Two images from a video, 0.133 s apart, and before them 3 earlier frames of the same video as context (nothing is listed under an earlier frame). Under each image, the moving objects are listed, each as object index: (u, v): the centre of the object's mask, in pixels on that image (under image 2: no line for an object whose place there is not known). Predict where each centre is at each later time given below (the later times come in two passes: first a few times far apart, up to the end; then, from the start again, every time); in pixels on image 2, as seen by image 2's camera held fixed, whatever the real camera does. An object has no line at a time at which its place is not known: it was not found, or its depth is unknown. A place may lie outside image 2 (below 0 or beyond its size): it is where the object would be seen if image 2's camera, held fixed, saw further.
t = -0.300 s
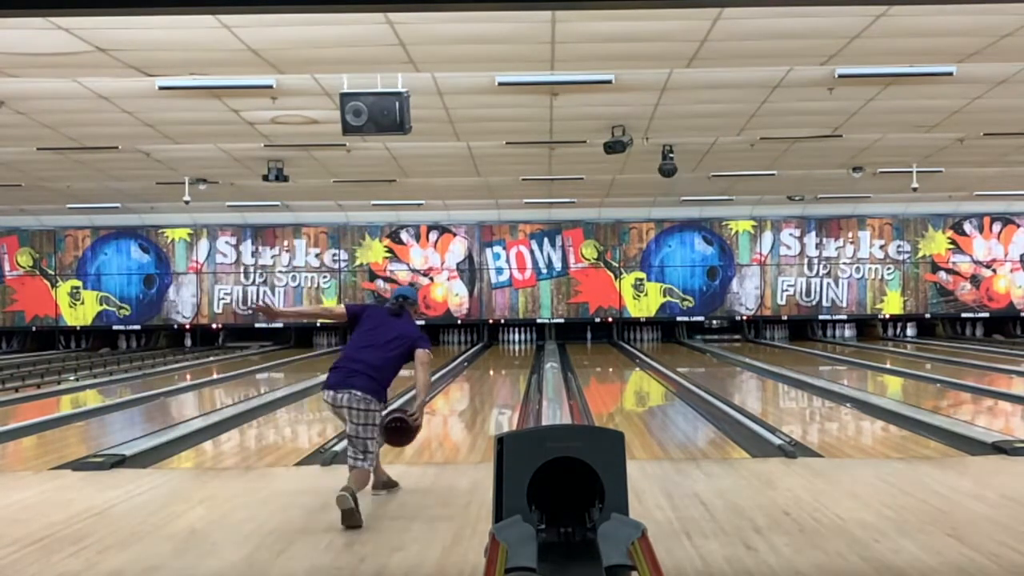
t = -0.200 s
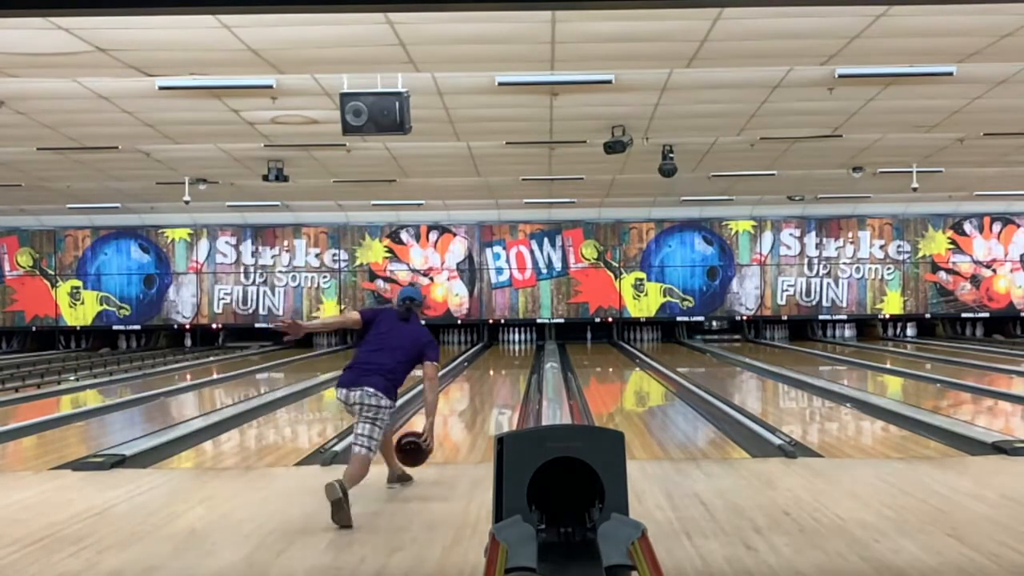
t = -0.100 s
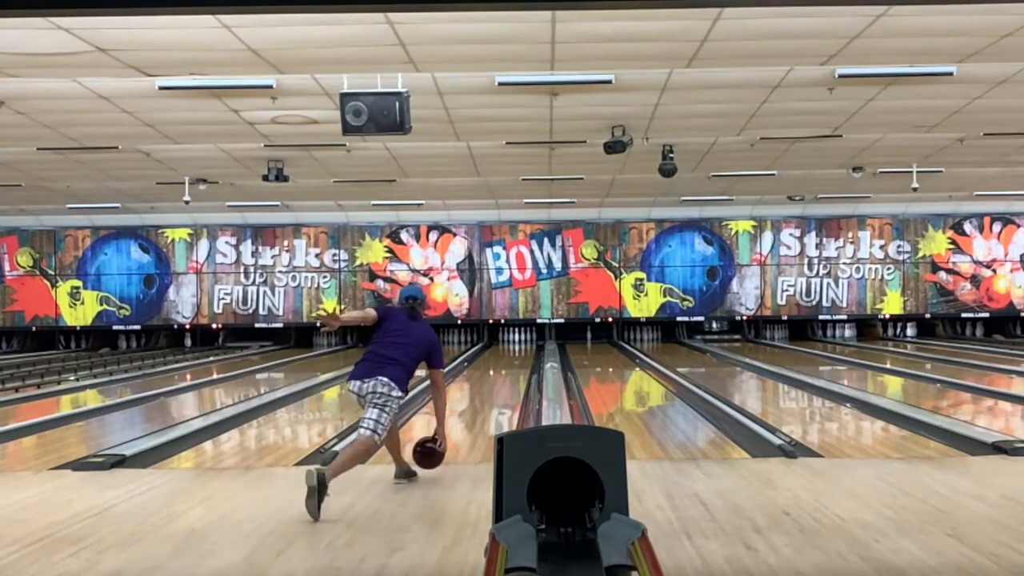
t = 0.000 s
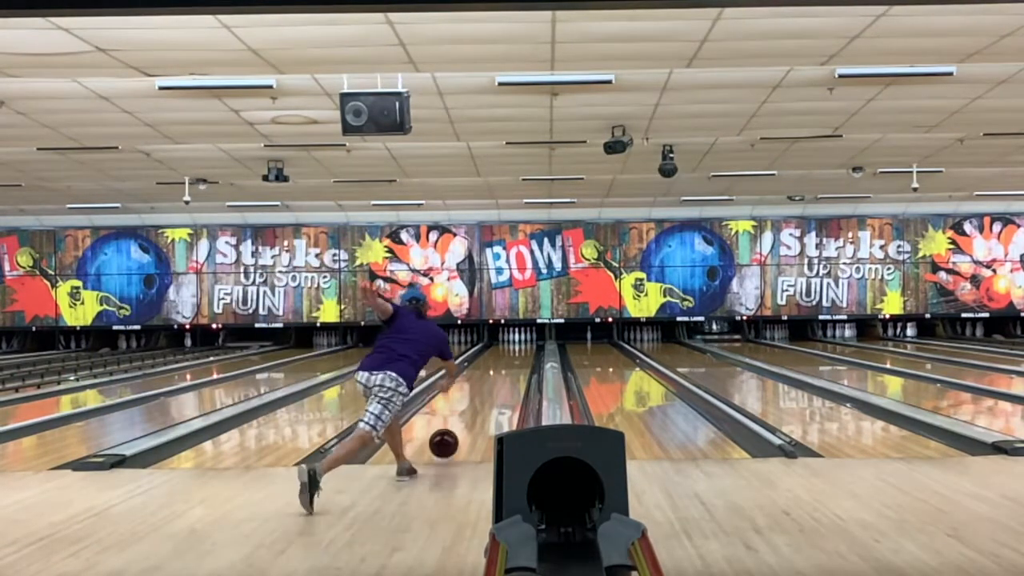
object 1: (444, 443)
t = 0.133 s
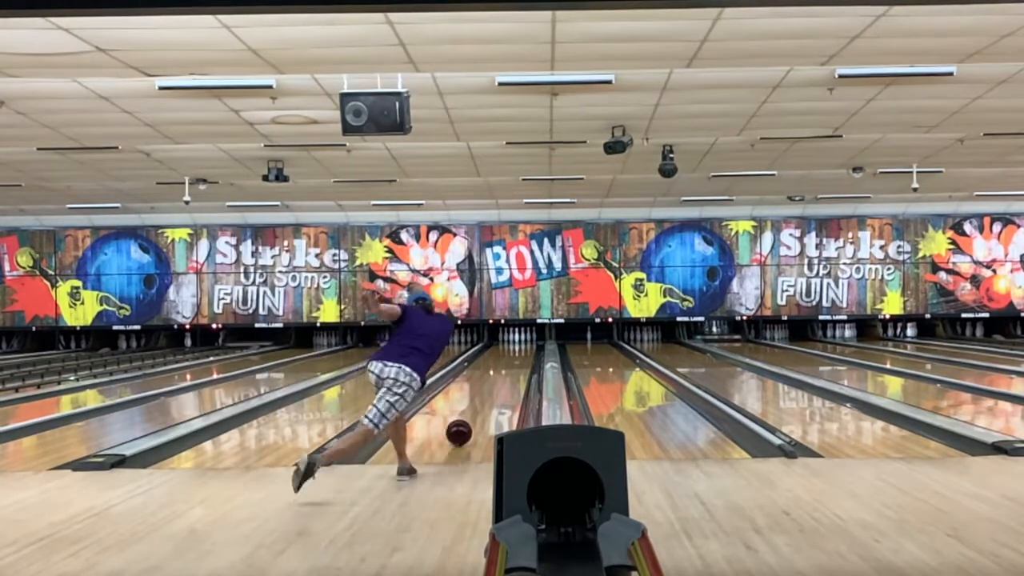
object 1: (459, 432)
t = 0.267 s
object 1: (471, 418)
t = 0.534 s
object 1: (487, 397)
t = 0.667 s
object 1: (496, 389)
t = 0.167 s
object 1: (462, 428)
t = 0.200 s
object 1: (465, 425)
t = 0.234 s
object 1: (468, 421)
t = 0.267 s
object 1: (471, 418)
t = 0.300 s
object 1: (473, 415)
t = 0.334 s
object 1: (475, 412)
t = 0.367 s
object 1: (478, 409)
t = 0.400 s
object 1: (480, 406)
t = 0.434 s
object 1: (482, 404)
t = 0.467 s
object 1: (484, 401)
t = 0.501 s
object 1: (486, 399)
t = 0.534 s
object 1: (487, 397)
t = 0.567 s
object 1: (489, 395)
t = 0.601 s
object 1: (491, 393)
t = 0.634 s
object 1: (493, 391)
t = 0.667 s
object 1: (496, 389)
